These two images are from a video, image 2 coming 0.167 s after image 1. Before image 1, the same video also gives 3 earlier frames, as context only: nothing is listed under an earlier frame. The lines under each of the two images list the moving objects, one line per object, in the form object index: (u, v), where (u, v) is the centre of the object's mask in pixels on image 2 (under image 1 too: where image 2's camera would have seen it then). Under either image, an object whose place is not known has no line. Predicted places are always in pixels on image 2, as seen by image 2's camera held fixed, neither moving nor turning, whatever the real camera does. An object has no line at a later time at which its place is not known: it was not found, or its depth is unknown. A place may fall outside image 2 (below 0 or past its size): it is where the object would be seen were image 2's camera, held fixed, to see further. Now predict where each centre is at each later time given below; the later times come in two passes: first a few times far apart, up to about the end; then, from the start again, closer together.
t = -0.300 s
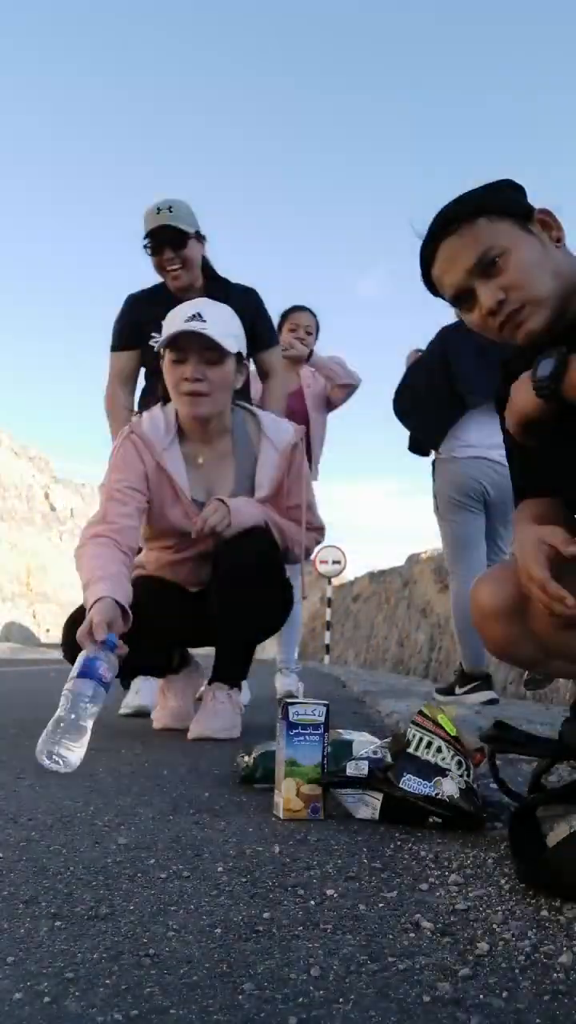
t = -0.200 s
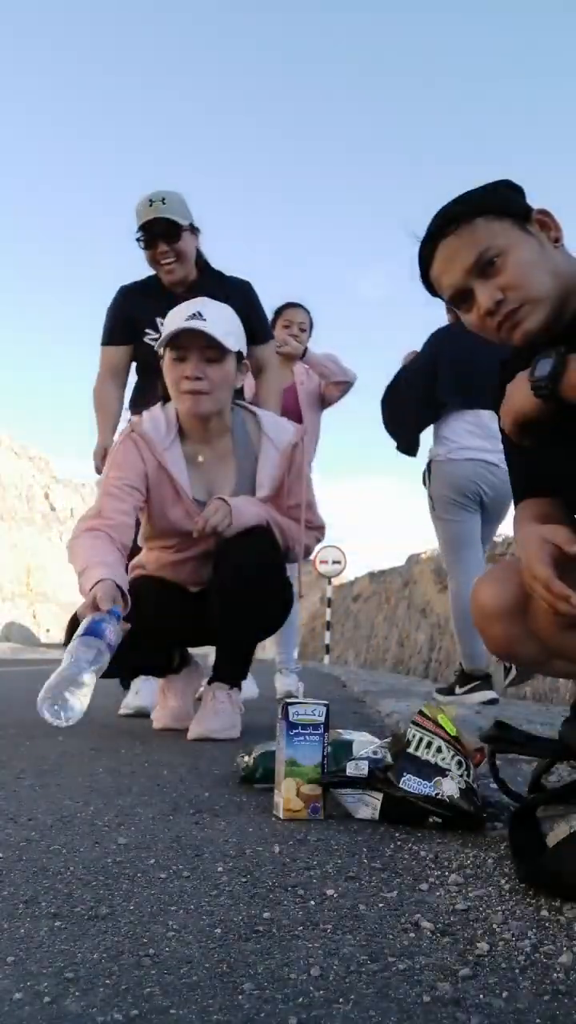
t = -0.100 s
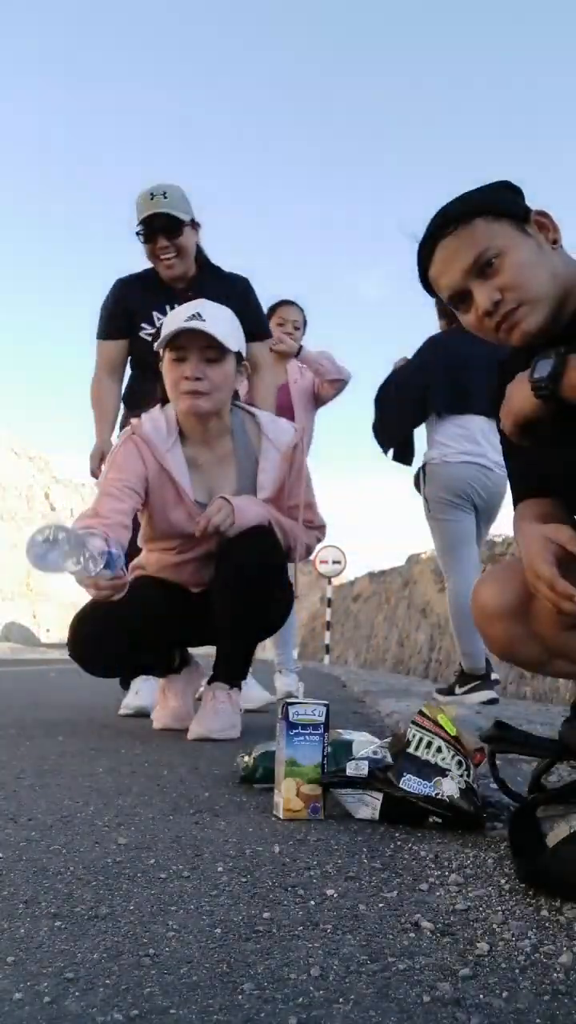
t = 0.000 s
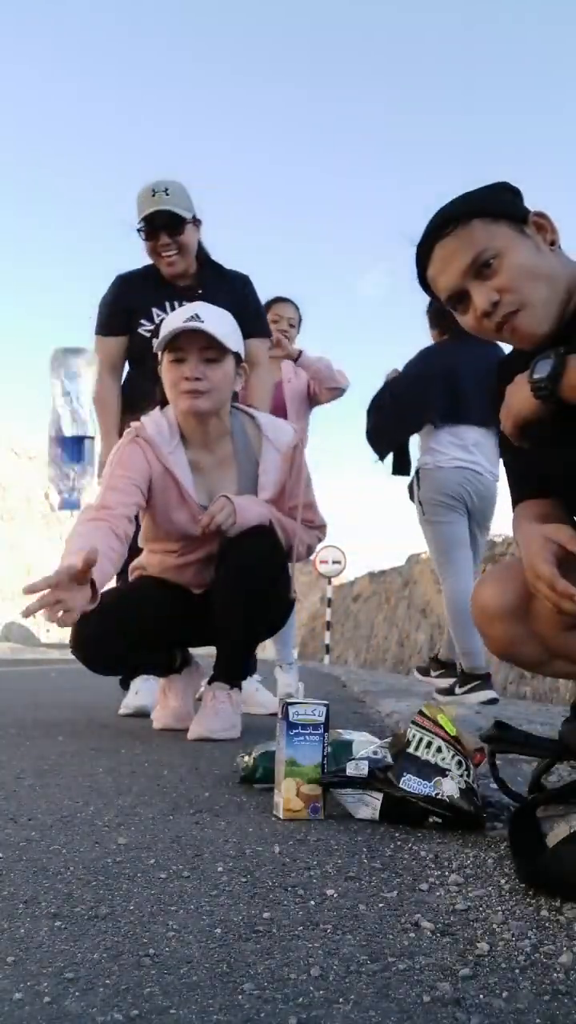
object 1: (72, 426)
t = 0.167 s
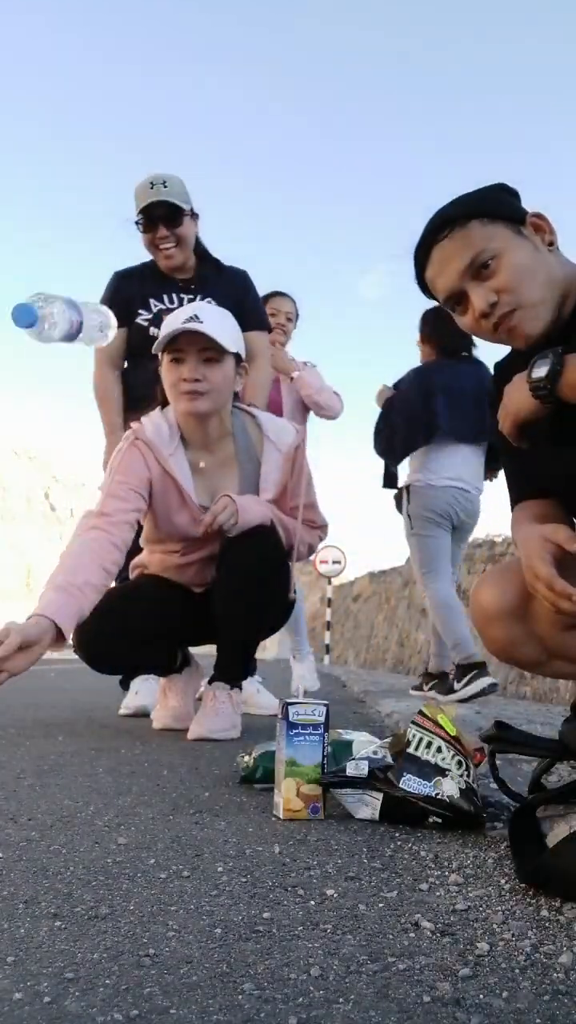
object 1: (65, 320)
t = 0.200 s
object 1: (63, 323)
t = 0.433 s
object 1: (44, 577)
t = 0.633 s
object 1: (68, 714)
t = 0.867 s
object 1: (85, 739)
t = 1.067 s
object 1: (84, 738)
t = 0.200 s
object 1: (63, 323)
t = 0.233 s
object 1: (61, 333)
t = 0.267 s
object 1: (59, 353)
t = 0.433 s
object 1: (44, 577)
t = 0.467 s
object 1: (40, 653)
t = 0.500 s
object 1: (35, 707)
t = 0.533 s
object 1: (46, 692)
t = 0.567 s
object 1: (56, 696)
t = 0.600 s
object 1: (62, 704)
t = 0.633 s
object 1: (68, 714)
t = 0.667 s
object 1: (74, 729)
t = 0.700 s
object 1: (82, 739)
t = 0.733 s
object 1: (84, 739)
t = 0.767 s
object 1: (85, 739)
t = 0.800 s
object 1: (85, 739)
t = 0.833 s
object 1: (85, 738)
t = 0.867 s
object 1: (85, 739)
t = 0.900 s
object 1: (86, 738)
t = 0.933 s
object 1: (88, 738)
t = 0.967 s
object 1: (89, 738)
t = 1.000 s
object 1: (89, 738)
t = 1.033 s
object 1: (87, 738)
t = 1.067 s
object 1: (84, 738)
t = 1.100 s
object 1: (81, 738)
